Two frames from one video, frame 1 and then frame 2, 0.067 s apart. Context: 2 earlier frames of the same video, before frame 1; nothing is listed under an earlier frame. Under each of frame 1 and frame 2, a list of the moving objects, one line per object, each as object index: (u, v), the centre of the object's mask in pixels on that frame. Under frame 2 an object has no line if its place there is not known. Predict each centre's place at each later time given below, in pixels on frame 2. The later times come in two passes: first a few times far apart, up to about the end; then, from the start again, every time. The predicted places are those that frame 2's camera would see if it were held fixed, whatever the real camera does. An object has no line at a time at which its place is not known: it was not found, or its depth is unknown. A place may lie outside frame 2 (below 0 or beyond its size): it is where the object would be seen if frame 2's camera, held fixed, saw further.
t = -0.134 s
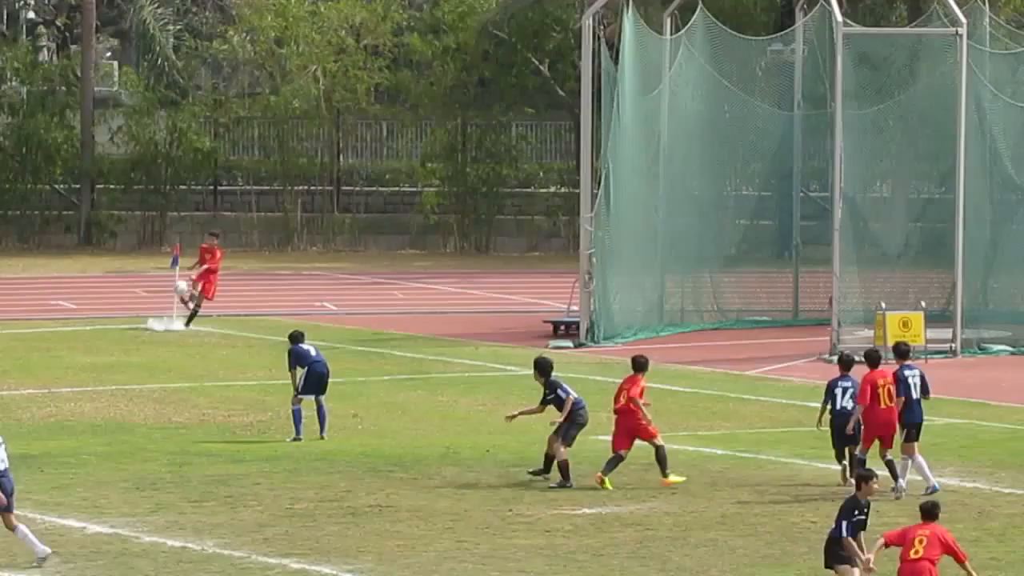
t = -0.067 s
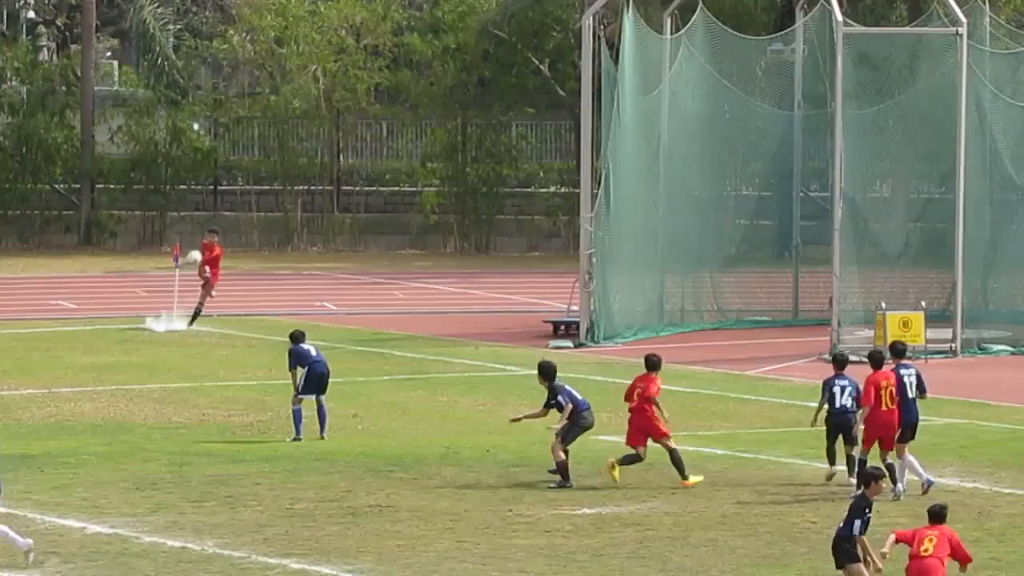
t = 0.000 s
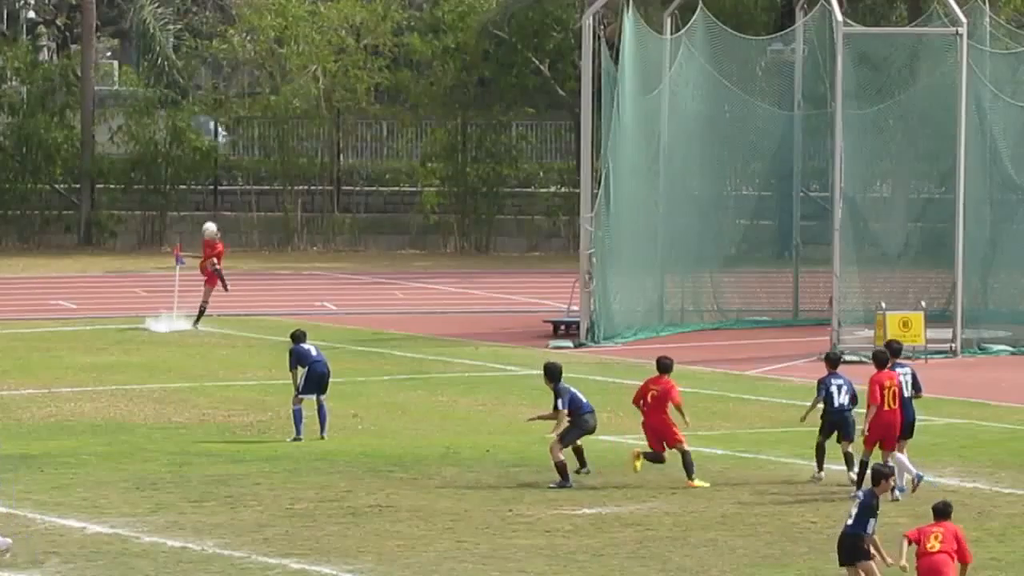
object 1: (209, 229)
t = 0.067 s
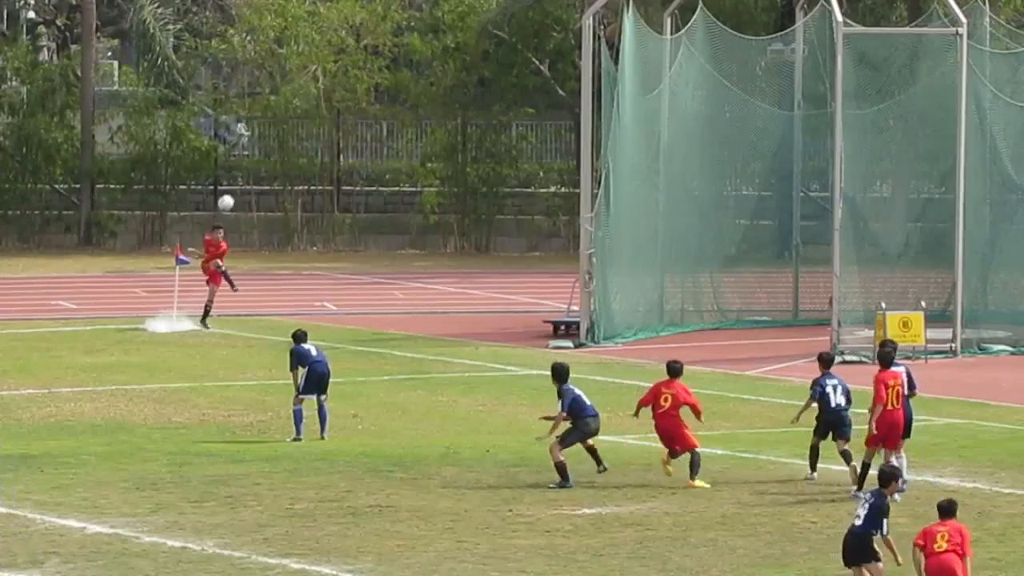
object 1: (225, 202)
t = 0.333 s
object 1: (303, 113)
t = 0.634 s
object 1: (409, 51)
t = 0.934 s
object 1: (530, 32)
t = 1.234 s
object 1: (667, 59)
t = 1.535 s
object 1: (821, 149)
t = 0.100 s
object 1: (234, 190)
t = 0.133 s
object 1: (243, 176)
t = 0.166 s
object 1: (253, 165)
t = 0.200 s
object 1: (262, 154)
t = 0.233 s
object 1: (272, 143)
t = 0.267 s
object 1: (282, 132)
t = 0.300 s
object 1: (292, 123)
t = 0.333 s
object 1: (303, 113)
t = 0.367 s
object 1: (314, 104)
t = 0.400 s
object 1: (325, 96)
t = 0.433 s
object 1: (336, 88)
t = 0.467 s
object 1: (348, 80)
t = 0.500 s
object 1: (360, 73)
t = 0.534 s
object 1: (372, 67)
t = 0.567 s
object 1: (384, 62)
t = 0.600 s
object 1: (396, 56)
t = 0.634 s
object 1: (409, 51)
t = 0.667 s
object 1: (421, 46)
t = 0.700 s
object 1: (434, 43)
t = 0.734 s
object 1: (448, 39)
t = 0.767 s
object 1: (461, 37)
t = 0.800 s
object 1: (475, 34)
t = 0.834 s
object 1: (488, 33)
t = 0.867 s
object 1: (502, 32)
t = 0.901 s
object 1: (516, 32)
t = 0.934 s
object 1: (530, 32)
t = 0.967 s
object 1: (545, 32)
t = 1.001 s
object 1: (559, 33)
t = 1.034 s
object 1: (574, 34)
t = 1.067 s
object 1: (589, 36)
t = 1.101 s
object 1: (604, 39)
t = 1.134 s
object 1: (619, 43)
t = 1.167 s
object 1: (635, 48)
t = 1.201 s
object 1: (650, 53)
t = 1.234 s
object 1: (667, 59)
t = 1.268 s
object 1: (683, 66)
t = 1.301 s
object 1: (700, 74)
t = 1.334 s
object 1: (717, 82)
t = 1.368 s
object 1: (733, 91)
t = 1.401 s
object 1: (750, 101)
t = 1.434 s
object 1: (768, 112)
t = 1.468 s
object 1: (785, 123)
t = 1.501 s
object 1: (802, 135)
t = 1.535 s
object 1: (821, 149)
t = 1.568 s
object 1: (840, 160)
